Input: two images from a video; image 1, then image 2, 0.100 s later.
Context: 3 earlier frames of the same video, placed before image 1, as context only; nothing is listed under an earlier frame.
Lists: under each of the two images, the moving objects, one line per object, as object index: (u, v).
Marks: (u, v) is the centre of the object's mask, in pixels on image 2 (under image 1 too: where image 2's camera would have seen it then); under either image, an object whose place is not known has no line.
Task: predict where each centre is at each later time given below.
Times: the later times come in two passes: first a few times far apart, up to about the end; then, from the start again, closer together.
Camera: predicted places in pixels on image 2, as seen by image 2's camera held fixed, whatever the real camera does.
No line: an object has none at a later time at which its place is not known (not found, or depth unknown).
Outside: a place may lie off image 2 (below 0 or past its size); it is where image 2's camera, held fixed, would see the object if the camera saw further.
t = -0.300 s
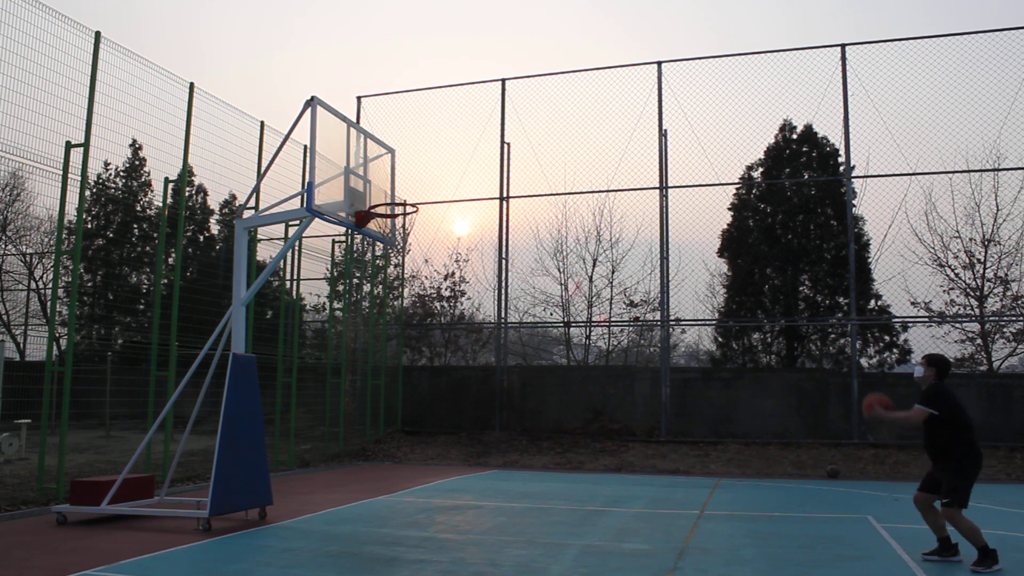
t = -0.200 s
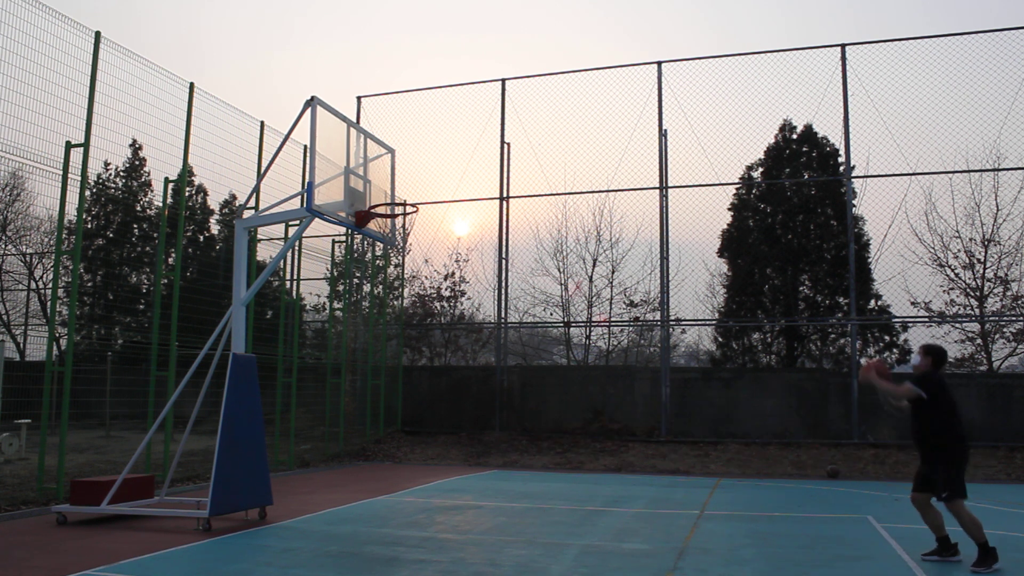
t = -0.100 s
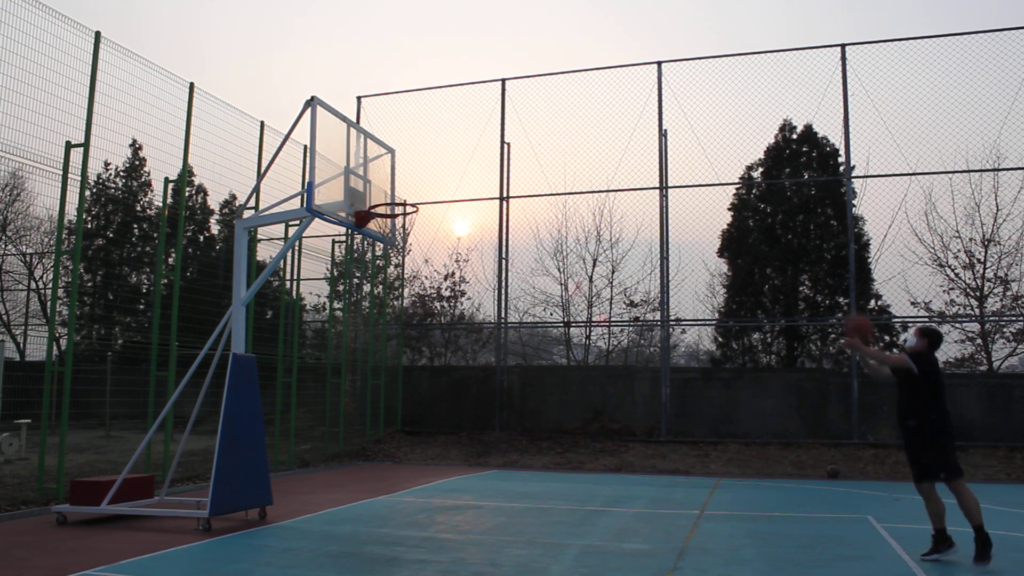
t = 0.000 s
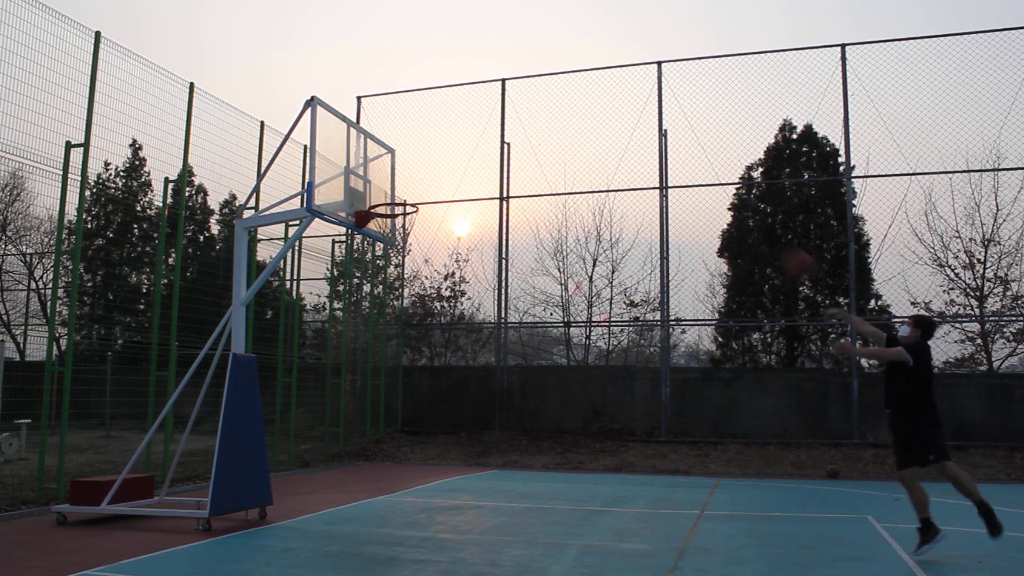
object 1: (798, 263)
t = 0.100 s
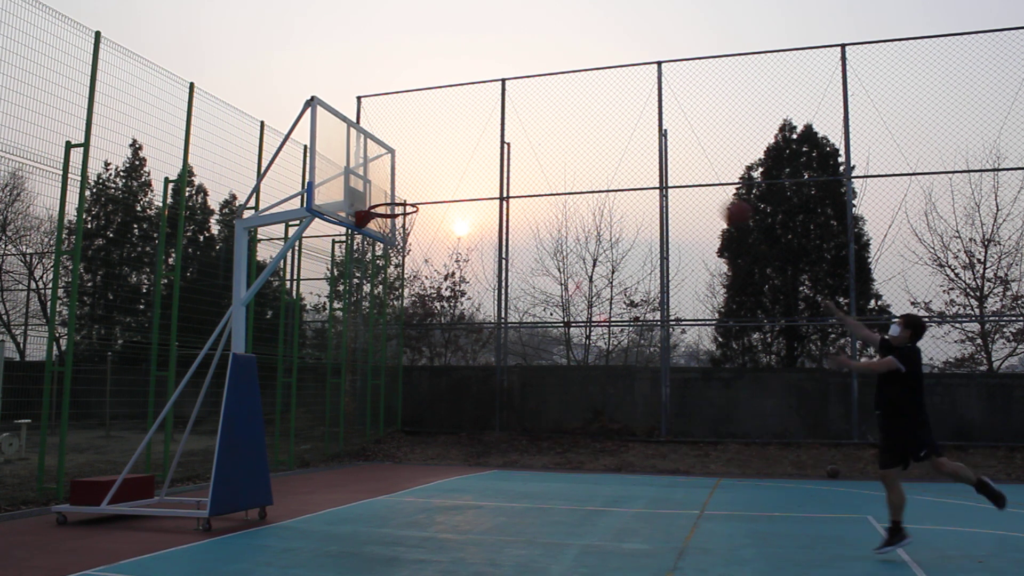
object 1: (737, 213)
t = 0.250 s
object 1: (646, 158)
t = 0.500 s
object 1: (510, 124)
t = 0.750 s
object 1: (387, 152)
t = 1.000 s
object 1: (443, 215)
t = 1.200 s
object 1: (515, 312)
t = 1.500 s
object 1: (623, 508)
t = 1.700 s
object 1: (679, 386)
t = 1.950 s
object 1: (748, 293)
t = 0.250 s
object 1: (646, 158)
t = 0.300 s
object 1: (617, 146)
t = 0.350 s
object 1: (589, 136)
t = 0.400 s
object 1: (560, 129)
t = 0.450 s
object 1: (535, 126)
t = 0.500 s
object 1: (510, 124)
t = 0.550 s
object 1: (484, 125)
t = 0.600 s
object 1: (459, 128)
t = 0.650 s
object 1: (435, 134)
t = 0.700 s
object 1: (411, 142)
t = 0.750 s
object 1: (387, 152)
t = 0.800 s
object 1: (376, 163)
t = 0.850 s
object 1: (392, 172)
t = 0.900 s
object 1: (409, 183)
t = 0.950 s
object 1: (426, 198)
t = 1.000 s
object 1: (443, 215)
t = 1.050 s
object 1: (461, 235)
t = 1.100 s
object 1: (478, 257)
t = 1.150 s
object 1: (496, 283)
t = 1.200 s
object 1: (515, 312)
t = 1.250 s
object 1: (532, 346)
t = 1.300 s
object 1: (552, 380)
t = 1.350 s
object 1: (570, 421)
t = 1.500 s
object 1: (623, 508)
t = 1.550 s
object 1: (637, 473)
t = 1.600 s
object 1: (652, 441)
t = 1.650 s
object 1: (666, 412)
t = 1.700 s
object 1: (679, 386)
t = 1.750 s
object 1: (693, 363)
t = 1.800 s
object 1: (706, 341)
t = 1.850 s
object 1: (721, 321)
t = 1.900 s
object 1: (735, 305)
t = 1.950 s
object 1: (748, 293)
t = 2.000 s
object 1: (762, 282)
